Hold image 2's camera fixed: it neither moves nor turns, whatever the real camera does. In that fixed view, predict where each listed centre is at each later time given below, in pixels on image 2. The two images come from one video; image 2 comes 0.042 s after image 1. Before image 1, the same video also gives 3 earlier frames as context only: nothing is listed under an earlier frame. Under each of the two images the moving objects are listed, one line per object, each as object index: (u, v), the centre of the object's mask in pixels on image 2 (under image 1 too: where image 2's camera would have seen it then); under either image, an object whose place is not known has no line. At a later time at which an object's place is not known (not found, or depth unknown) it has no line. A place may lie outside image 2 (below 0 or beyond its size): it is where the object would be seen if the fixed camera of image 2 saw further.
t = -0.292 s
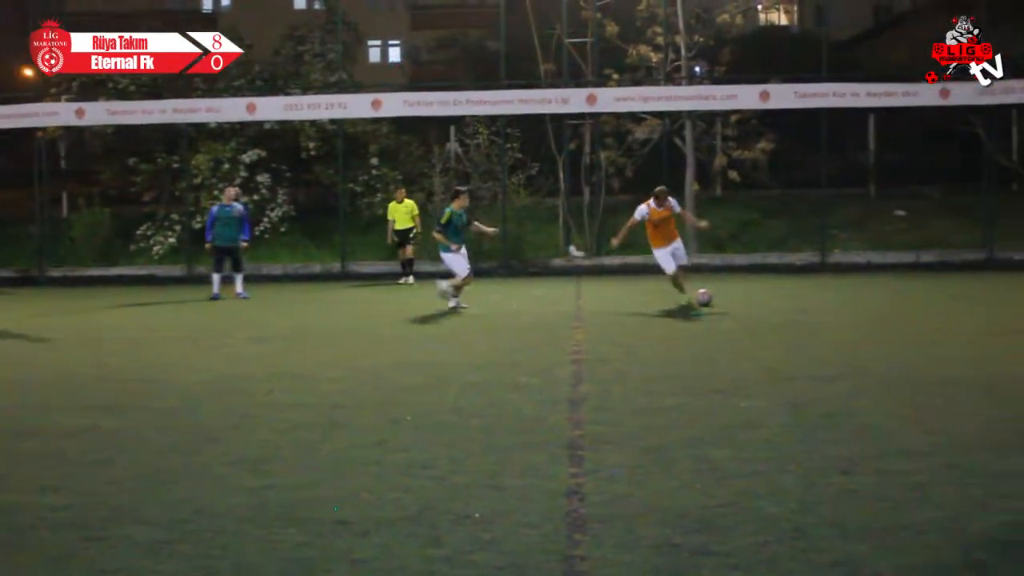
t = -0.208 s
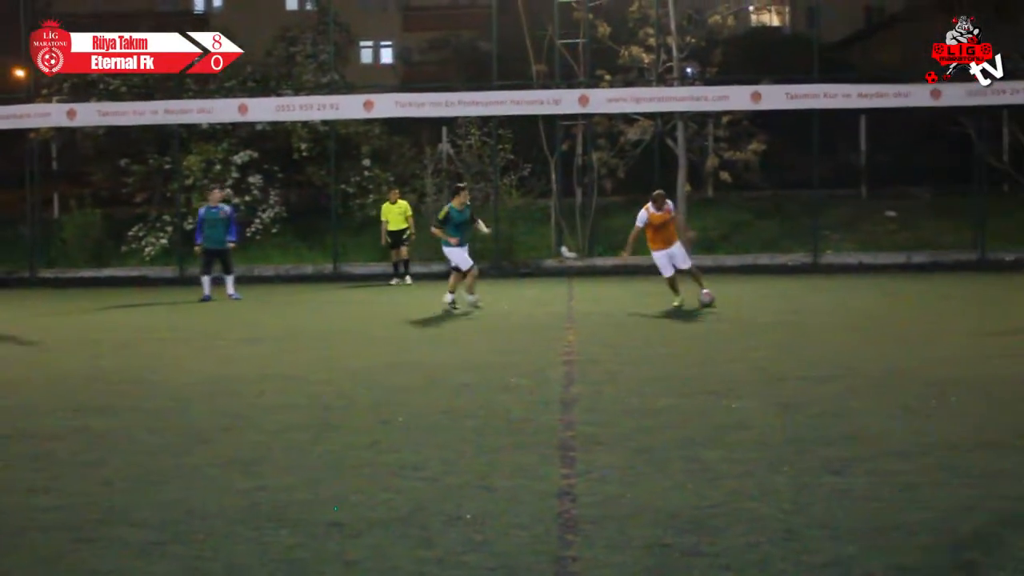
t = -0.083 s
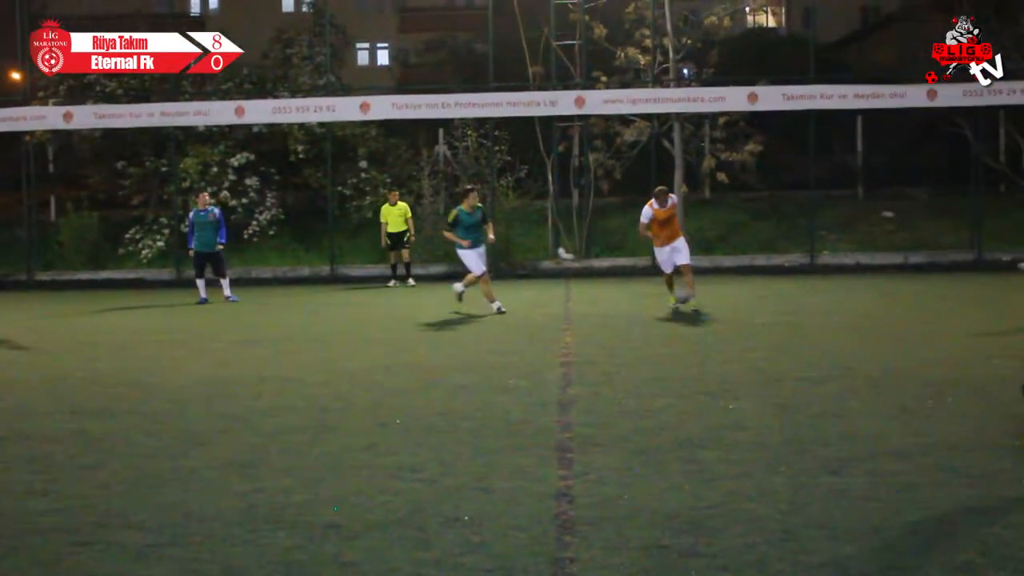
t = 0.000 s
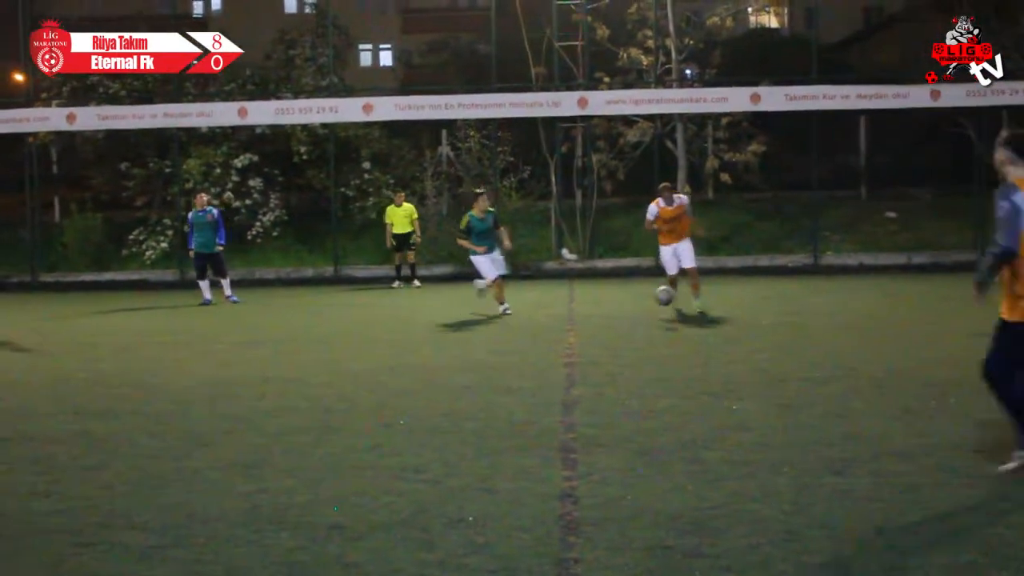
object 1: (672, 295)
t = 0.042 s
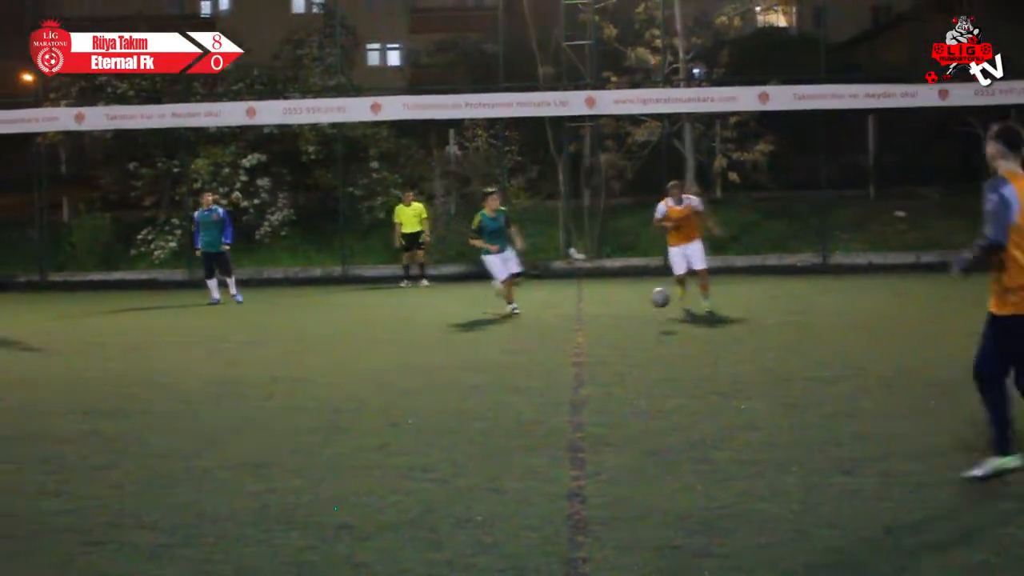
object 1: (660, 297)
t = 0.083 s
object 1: (645, 301)
